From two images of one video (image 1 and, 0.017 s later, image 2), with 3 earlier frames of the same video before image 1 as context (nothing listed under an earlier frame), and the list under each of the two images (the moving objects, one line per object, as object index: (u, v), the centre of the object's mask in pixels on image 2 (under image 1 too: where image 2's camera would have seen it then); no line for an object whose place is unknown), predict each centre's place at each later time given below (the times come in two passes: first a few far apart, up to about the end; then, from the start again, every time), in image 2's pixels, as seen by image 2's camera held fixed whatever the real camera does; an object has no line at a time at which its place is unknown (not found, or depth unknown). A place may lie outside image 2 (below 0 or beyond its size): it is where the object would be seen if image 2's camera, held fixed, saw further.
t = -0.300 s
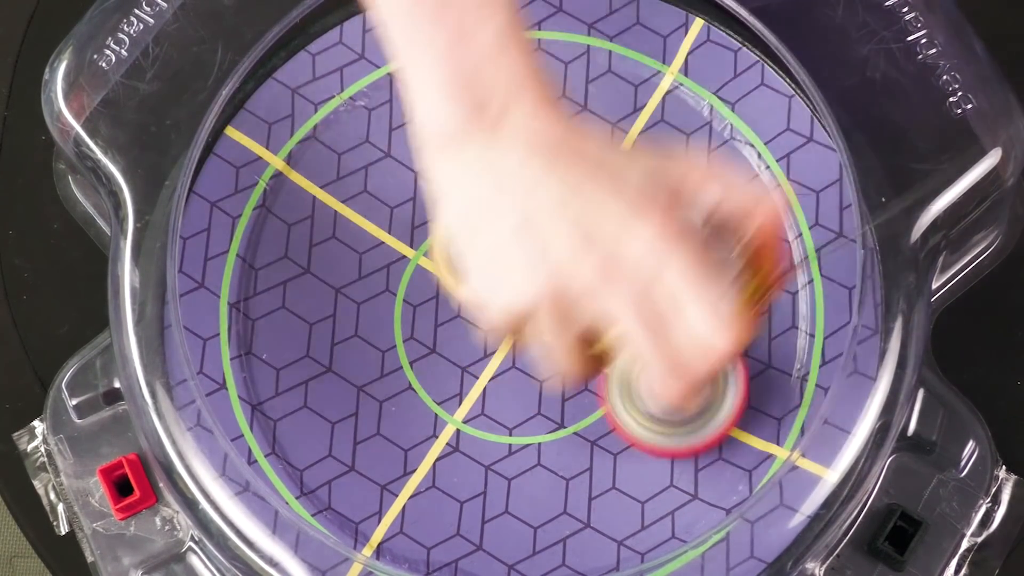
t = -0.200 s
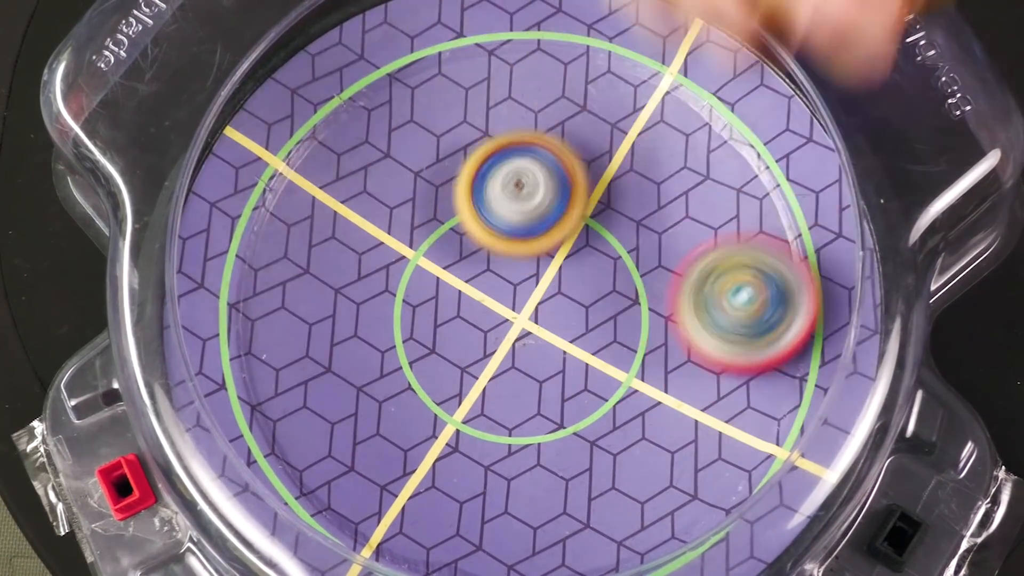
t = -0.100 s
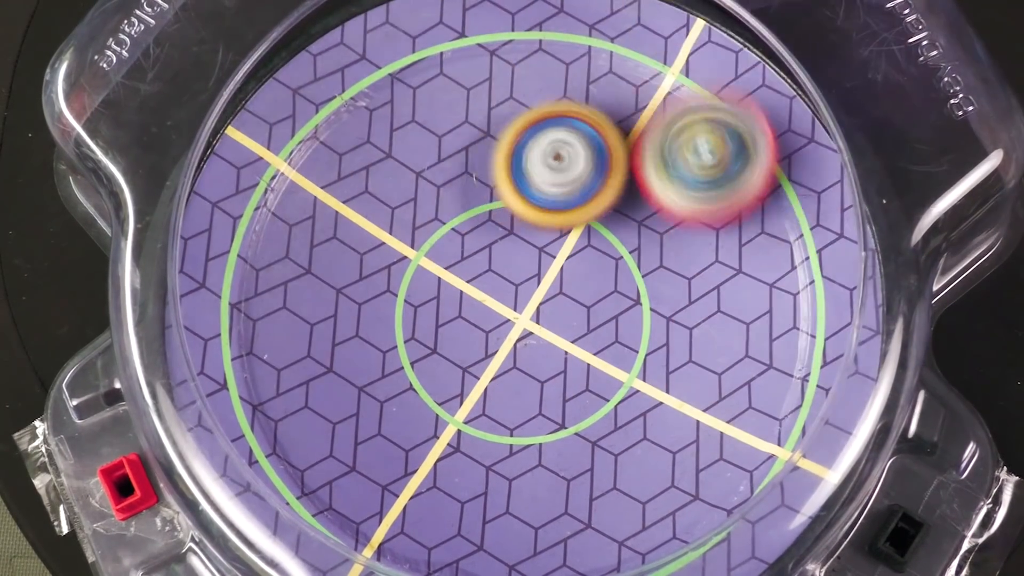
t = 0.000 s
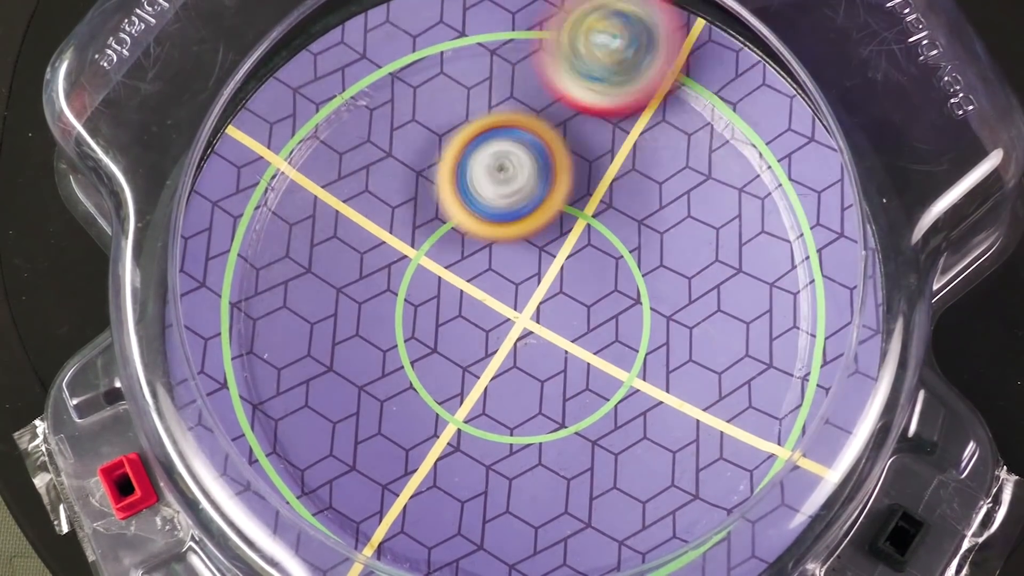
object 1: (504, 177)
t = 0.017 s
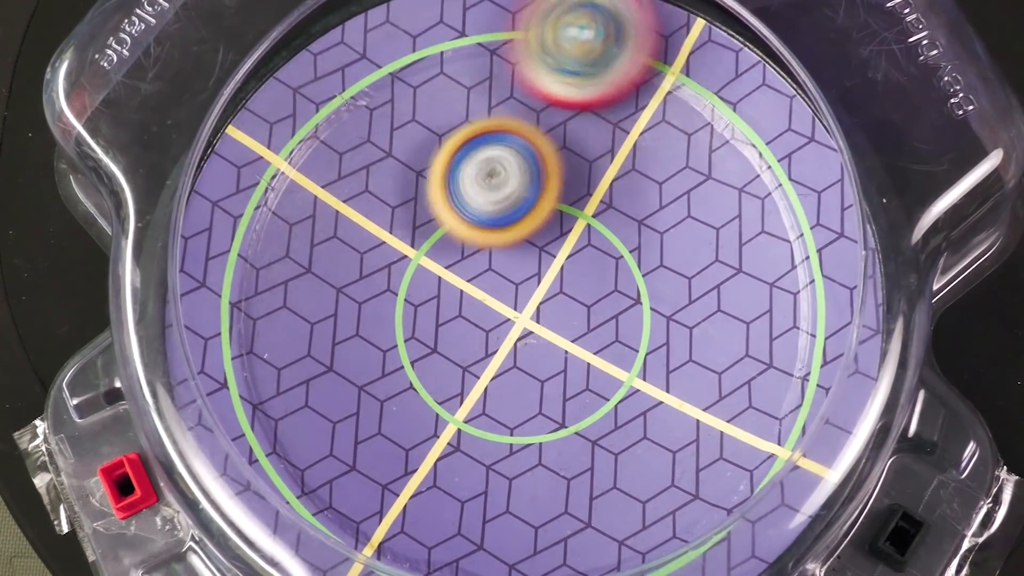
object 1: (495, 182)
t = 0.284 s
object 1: (440, 344)
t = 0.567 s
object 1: (493, 318)
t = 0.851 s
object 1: (484, 251)
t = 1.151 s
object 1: (499, 253)
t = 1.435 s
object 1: (503, 316)
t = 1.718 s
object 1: (475, 346)
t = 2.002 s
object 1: (481, 283)
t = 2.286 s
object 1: (525, 307)
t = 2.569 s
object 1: (735, 224)
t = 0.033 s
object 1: (487, 187)
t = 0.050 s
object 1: (479, 193)
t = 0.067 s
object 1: (473, 199)
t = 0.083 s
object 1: (467, 208)
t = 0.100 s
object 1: (460, 224)
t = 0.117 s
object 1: (454, 239)
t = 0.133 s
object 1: (448, 253)
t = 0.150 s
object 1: (443, 268)
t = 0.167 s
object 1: (439, 281)
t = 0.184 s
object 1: (438, 293)
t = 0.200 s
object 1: (437, 305)
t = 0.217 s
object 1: (436, 315)
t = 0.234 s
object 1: (435, 324)
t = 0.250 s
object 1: (437, 332)
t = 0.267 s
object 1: (438, 338)
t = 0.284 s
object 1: (440, 344)
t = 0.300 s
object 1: (443, 348)
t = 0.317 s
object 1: (446, 351)
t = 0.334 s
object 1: (450, 353)
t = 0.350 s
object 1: (454, 354)
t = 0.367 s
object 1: (458, 354)
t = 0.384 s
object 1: (463, 353)
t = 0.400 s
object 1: (464, 349)
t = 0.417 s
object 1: (462, 344)
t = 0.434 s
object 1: (465, 343)
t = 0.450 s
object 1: (471, 342)
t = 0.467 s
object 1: (477, 340)
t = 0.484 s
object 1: (484, 338)
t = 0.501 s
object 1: (489, 335)
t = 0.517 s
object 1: (492, 332)
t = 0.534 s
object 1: (493, 327)
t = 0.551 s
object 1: (493, 323)
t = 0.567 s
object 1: (493, 318)
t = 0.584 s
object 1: (493, 312)
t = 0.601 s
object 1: (492, 308)
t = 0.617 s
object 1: (492, 303)
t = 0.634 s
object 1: (491, 299)
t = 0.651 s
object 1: (490, 295)
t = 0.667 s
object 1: (489, 289)
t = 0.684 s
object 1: (487, 285)
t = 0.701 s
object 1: (487, 283)
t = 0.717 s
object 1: (487, 278)
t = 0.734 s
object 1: (486, 273)
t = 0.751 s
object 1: (486, 270)
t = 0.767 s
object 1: (486, 266)
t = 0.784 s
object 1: (485, 263)
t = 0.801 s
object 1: (485, 260)
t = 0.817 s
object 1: (485, 257)
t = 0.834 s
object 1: (484, 253)
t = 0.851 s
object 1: (484, 251)
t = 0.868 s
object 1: (484, 248)
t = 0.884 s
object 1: (484, 246)
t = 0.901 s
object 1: (485, 245)
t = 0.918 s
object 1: (486, 243)
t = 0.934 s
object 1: (486, 242)
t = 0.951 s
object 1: (488, 241)
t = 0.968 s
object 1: (489, 241)
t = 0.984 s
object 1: (491, 241)
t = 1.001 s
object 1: (492, 241)
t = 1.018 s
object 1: (494, 242)
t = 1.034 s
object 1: (495, 242)
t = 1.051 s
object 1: (496, 243)
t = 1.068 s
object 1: (497, 244)
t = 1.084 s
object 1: (498, 245)
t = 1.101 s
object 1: (498, 247)
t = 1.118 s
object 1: (499, 249)
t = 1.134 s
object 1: (500, 251)
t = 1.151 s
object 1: (499, 253)
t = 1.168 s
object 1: (499, 255)
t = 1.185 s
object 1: (501, 257)
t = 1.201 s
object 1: (501, 259)
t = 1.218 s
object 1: (502, 261)
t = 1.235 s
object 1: (503, 262)
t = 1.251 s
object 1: (503, 263)
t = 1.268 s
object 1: (501, 267)
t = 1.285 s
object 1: (500, 272)
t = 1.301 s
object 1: (501, 273)
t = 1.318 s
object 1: (501, 273)
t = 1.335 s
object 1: (501, 273)
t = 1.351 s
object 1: (500, 274)
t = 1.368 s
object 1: (499, 275)
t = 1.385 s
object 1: (498, 279)
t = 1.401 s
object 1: (499, 291)
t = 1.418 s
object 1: (501, 305)
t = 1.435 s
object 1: (503, 316)
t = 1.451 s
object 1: (505, 327)
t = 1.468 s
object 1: (506, 335)
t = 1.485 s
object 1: (507, 342)
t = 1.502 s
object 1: (507, 348)
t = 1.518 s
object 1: (507, 353)
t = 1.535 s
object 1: (507, 358)
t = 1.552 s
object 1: (506, 360)
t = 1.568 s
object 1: (504, 362)
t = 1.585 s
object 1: (503, 363)
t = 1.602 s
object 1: (500, 363)
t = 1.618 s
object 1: (497, 362)
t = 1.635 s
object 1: (494, 361)
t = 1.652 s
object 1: (491, 359)
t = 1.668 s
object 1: (487, 357)
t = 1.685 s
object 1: (483, 354)
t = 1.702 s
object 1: (479, 350)
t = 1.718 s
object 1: (475, 346)
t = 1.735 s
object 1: (472, 343)
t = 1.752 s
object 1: (469, 339)
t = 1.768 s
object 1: (465, 333)
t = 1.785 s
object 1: (461, 328)
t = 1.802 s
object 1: (460, 323)
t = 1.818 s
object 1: (460, 320)
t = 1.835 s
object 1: (460, 315)
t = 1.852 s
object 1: (460, 311)
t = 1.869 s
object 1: (461, 307)
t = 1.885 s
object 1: (463, 303)
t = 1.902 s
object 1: (465, 299)
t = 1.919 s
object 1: (467, 295)
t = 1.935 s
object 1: (470, 293)
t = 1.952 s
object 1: (473, 289)
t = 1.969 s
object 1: (476, 287)
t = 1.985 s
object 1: (478, 284)
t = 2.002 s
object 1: (481, 283)
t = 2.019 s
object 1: (484, 281)
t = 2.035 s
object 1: (488, 281)
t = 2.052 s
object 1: (491, 280)
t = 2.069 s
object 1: (495, 279)
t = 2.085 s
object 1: (498, 279)
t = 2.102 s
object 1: (502, 281)
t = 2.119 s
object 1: (505, 282)
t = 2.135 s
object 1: (508, 283)
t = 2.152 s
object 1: (511, 285)
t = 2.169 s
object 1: (513, 288)
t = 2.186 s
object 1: (516, 291)
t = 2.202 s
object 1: (519, 294)
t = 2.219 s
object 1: (524, 296)
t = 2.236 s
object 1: (526, 298)
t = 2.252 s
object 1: (525, 301)
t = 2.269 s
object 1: (525, 304)
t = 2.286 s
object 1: (525, 307)
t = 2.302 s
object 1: (526, 310)
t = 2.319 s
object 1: (526, 312)
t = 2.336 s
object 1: (526, 314)
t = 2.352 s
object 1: (526, 317)
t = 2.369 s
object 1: (530, 317)
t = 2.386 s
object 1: (549, 312)
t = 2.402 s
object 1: (568, 305)
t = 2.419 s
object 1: (584, 299)
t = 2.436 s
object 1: (601, 294)
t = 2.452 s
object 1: (615, 291)
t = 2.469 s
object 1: (627, 287)
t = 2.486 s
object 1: (639, 284)
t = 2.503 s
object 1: (649, 282)
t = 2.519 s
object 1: (658, 281)
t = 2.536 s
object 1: (669, 279)
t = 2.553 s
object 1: (706, 249)
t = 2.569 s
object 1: (735, 224)
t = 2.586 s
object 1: (768, 194)
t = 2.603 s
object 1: (781, 171)
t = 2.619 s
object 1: (797, 149)
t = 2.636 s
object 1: (811, 131)
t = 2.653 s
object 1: (822, 116)
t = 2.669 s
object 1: (831, 103)
